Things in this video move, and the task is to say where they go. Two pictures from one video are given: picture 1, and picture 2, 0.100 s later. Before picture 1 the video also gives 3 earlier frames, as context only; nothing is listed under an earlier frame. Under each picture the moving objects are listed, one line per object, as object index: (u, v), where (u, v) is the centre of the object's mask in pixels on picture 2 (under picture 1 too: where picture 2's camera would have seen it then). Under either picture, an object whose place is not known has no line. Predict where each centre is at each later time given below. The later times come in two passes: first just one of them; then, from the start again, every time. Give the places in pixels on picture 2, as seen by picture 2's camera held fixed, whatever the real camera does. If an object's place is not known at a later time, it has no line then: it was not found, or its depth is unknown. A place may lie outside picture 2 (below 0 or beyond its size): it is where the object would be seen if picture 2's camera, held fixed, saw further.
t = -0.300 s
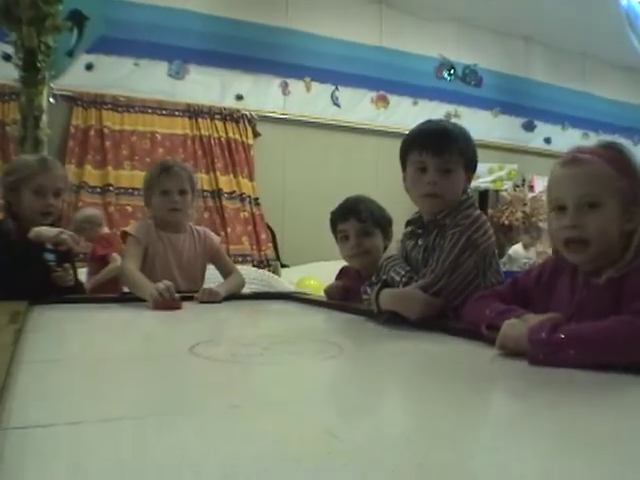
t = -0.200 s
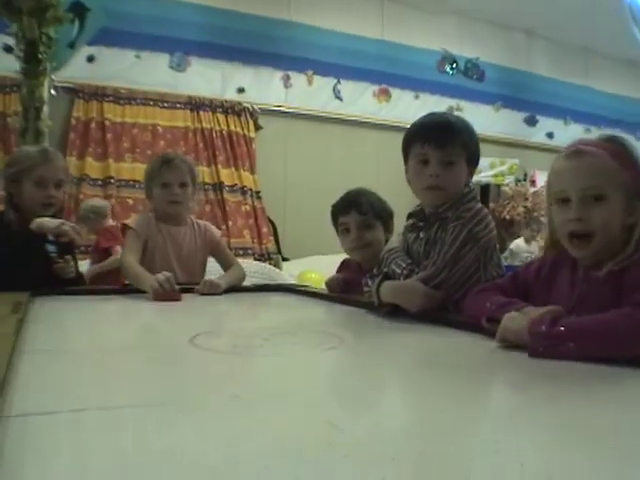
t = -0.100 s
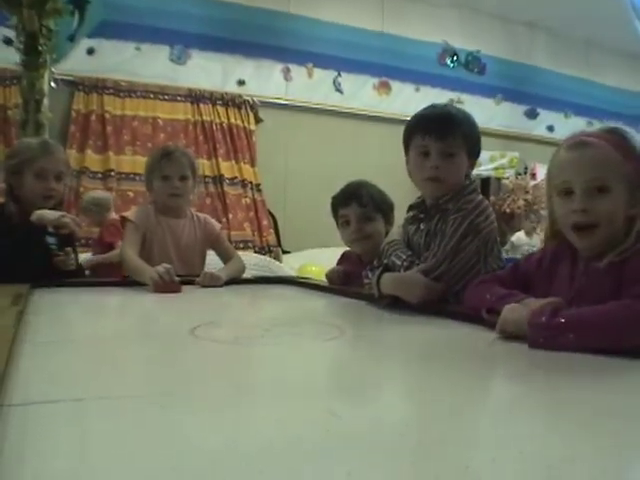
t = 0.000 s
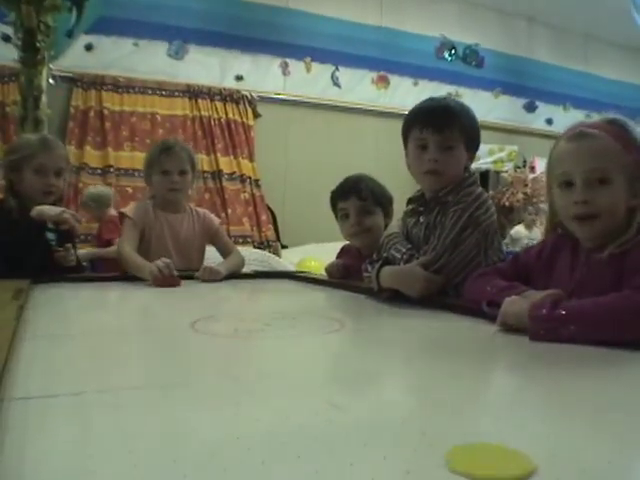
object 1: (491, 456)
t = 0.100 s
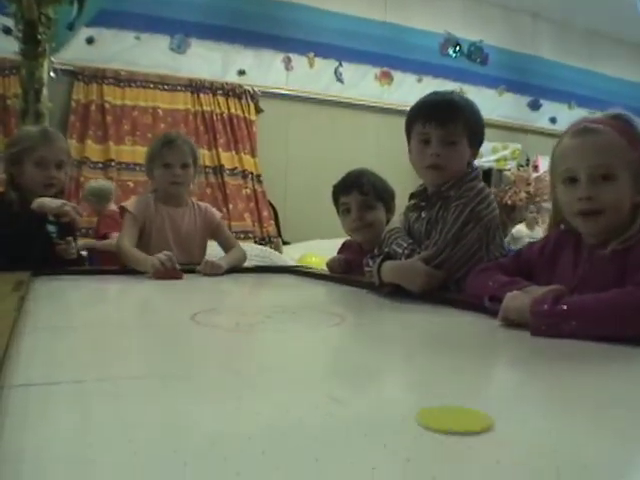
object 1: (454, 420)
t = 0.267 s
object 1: (414, 385)
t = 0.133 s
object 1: (445, 412)
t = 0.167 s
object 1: (436, 404)
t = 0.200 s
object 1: (428, 398)
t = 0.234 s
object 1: (420, 390)
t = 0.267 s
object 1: (414, 385)
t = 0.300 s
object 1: (409, 381)
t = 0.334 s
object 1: (405, 377)
